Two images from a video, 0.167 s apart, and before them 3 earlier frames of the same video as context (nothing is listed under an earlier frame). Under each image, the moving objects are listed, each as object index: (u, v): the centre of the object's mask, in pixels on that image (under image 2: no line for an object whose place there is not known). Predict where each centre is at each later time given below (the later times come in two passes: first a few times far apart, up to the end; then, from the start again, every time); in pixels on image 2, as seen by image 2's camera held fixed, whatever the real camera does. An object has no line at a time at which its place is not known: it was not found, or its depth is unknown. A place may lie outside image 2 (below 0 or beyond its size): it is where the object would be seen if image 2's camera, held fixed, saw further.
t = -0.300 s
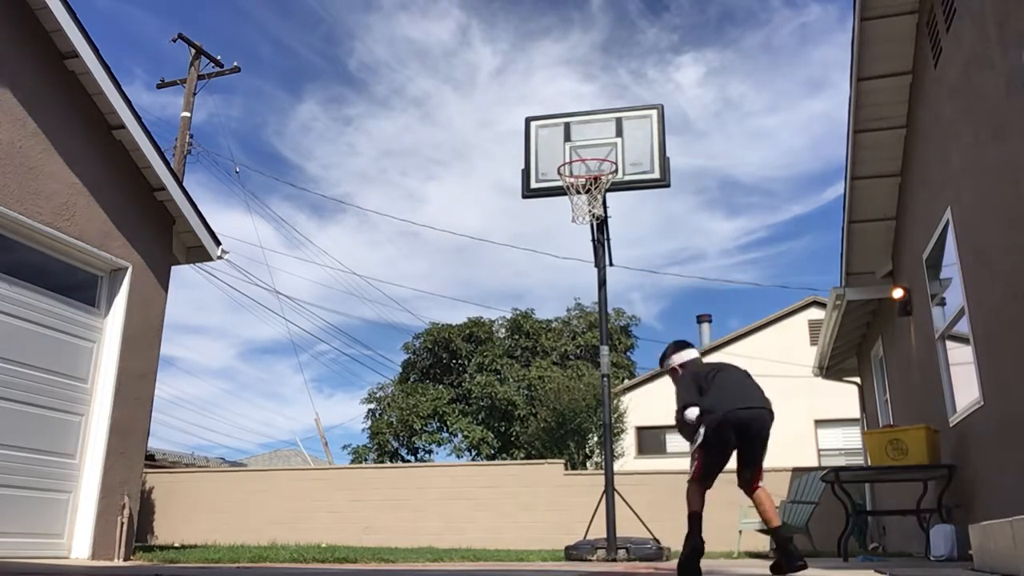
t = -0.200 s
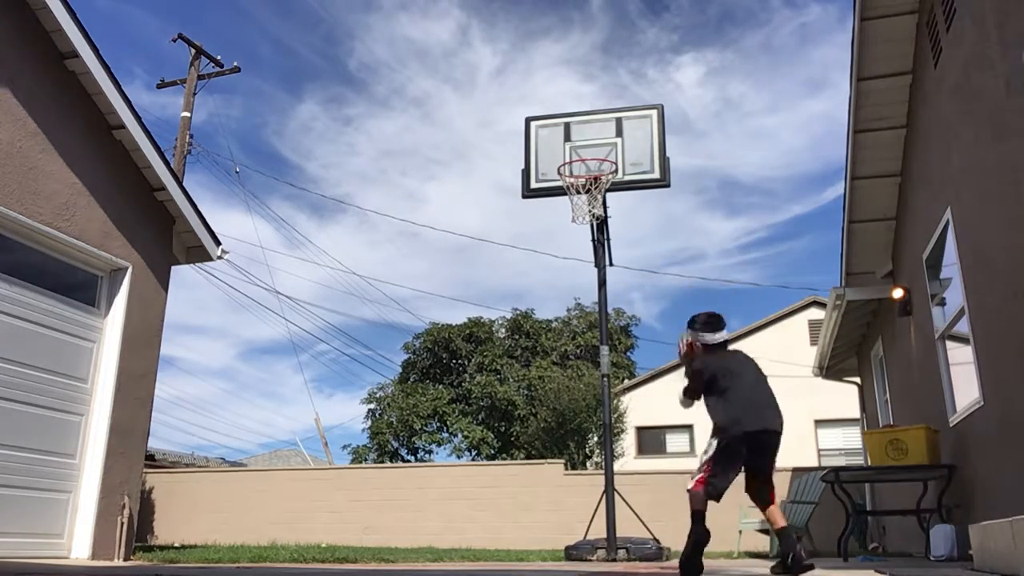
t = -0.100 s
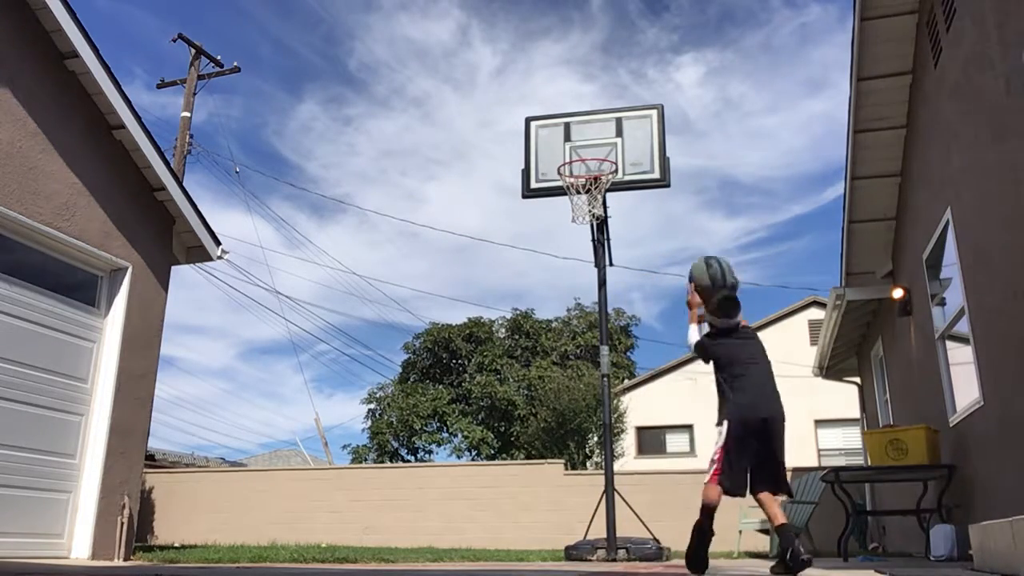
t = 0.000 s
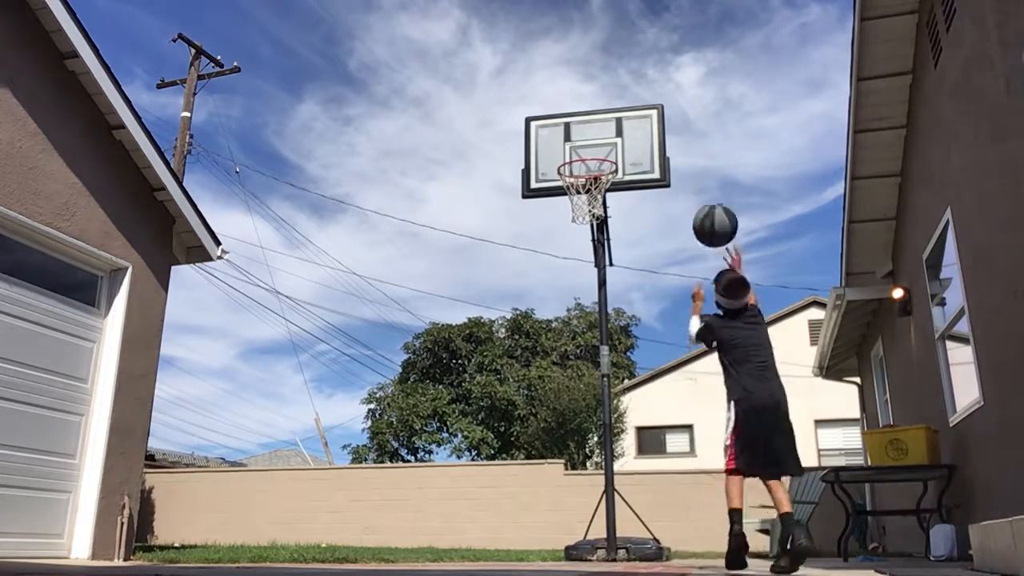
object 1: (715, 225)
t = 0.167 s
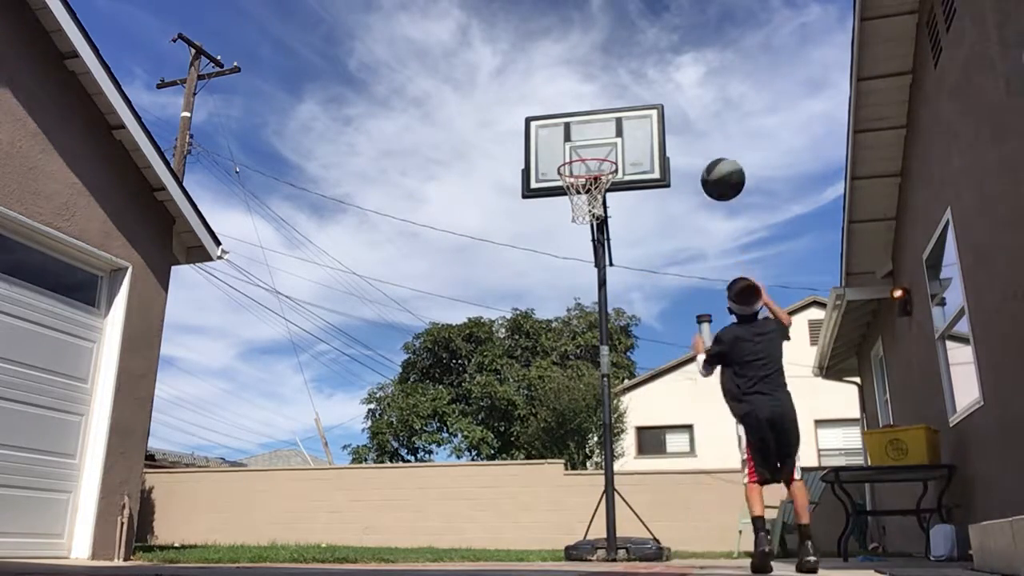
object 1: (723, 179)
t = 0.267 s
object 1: (729, 175)
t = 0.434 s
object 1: (742, 205)
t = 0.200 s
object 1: (725, 176)
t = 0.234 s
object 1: (727, 175)
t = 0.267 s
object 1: (729, 175)
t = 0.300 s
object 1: (731, 178)
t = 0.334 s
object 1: (734, 181)
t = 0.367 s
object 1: (736, 187)
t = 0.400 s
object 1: (739, 195)
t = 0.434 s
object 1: (742, 205)
